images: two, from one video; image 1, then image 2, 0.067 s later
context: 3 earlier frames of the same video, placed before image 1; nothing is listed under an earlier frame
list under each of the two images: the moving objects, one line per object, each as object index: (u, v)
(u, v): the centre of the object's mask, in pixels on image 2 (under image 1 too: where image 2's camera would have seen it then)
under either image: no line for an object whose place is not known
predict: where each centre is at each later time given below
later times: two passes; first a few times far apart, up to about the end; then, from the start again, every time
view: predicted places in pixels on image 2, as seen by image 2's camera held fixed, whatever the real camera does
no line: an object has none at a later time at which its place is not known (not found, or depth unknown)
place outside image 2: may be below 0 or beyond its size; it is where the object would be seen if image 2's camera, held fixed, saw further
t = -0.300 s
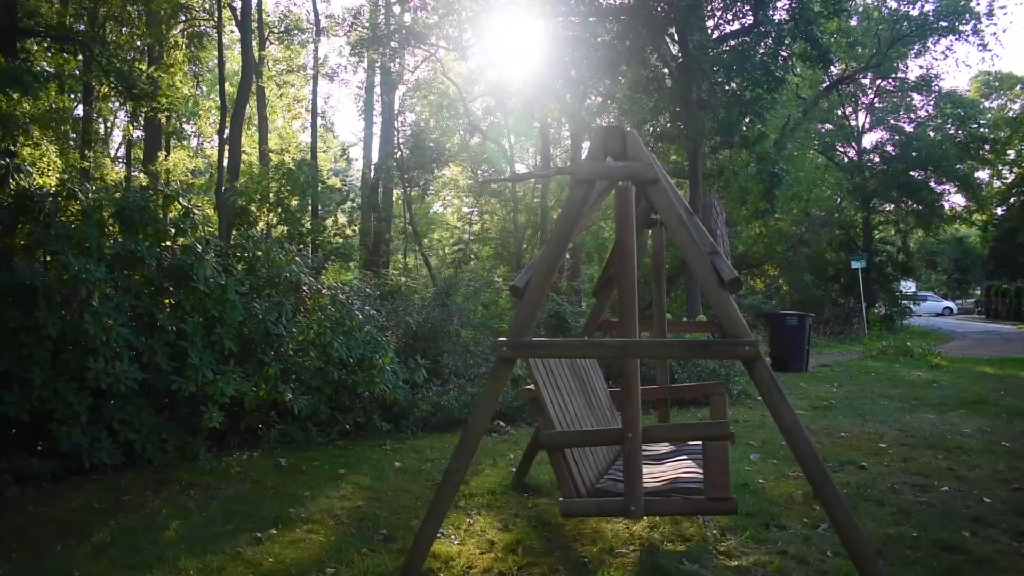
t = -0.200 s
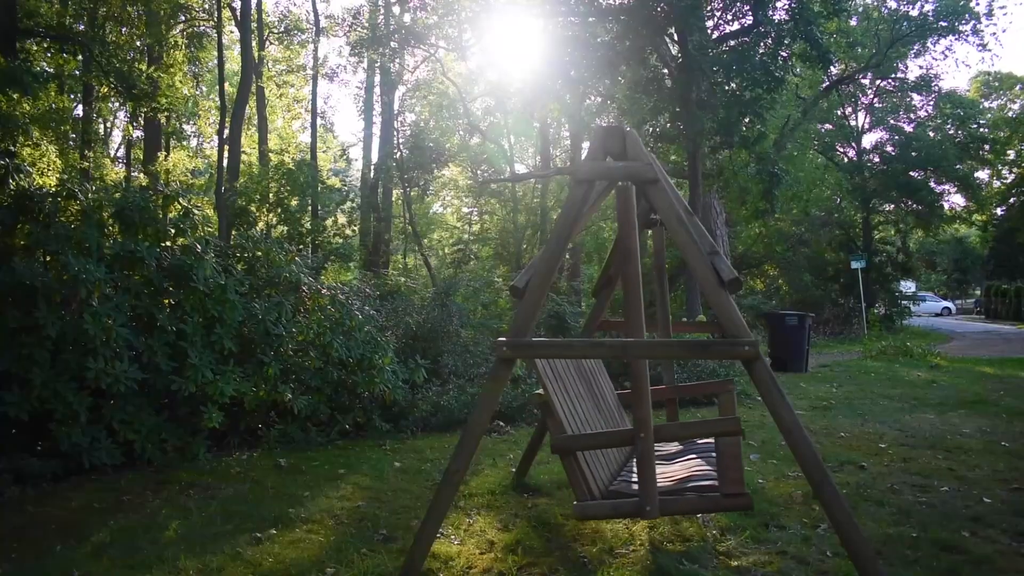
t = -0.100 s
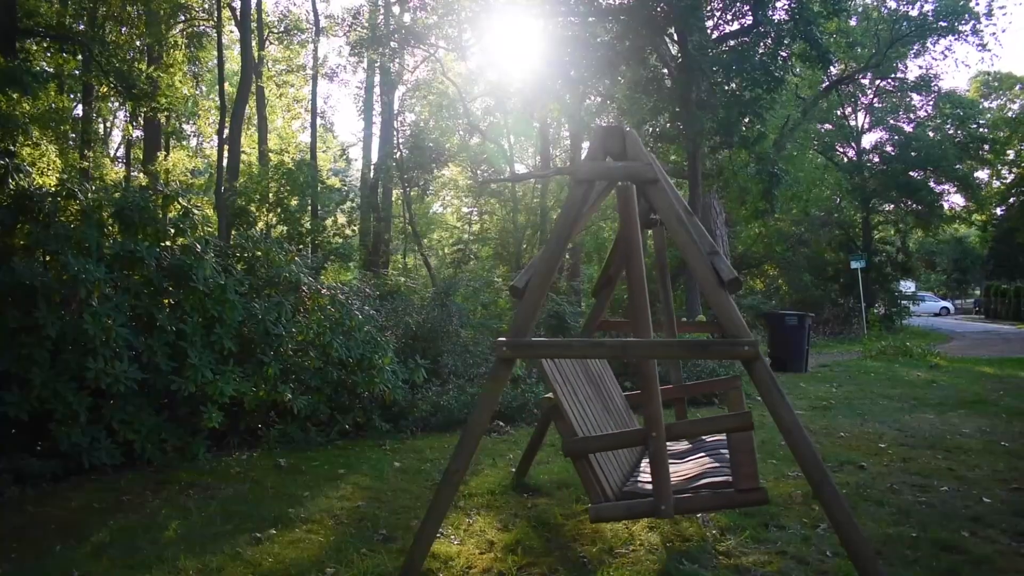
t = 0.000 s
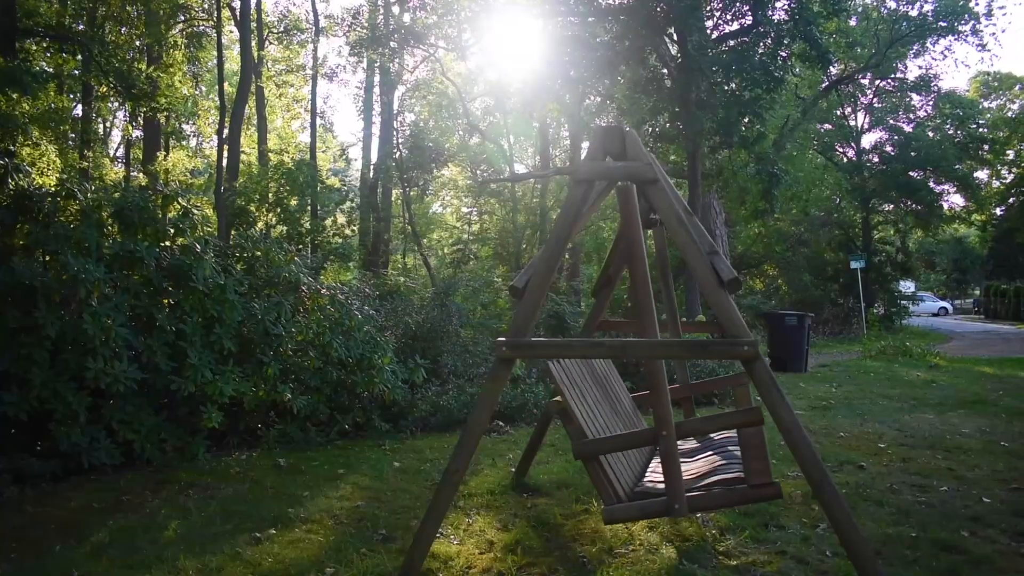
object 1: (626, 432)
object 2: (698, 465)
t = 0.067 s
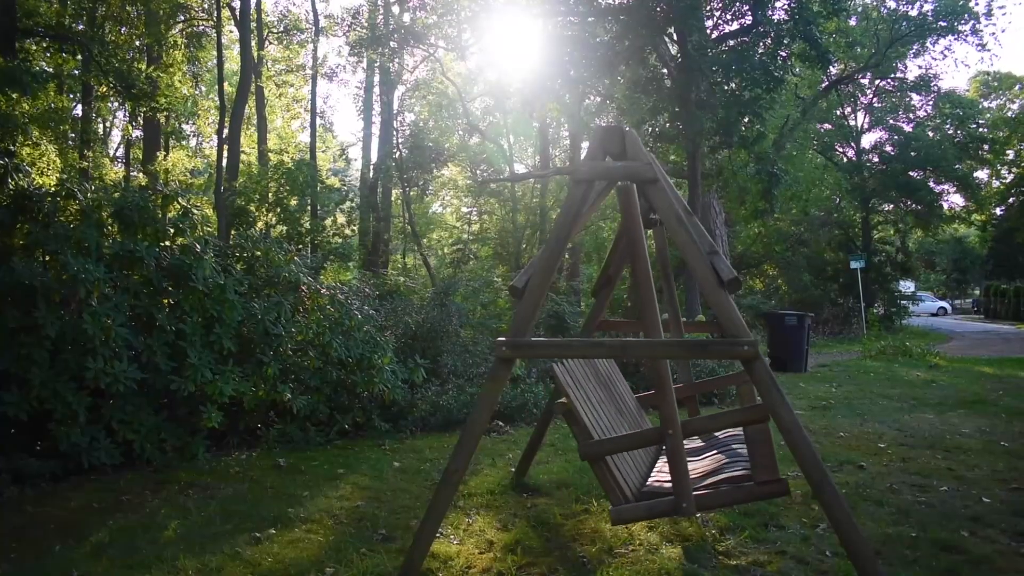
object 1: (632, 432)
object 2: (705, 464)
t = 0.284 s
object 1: (641, 433)
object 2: (717, 461)
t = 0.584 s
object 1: (642, 431)
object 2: (706, 464)
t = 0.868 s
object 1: (609, 430)
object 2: (673, 470)
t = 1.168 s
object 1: (596, 445)
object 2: (639, 472)
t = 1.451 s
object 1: (579, 441)
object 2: (629, 472)
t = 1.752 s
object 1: (596, 445)
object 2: (650, 472)
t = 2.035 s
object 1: (617, 431)
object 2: (684, 468)
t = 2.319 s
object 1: (634, 433)
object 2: (710, 463)
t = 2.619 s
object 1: (635, 433)
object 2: (711, 462)
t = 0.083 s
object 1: (633, 432)
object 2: (706, 464)
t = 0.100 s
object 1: (634, 432)
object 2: (708, 464)
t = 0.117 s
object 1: (635, 432)
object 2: (709, 463)
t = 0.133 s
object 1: (634, 433)
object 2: (710, 463)
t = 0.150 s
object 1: (635, 433)
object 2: (711, 463)
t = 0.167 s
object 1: (635, 433)
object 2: (712, 462)
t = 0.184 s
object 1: (638, 432)
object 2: (713, 462)
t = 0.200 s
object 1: (637, 433)
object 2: (714, 462)
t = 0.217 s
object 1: (638, 433)
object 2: (715, 462)
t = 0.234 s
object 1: (639, 433)
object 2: (715, 461)
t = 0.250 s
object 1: (639, 433)
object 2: (716, 461)
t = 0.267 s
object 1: (640, 433)
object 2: (716, 461)
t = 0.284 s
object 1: (641, 433)
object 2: (717, 461)
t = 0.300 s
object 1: (641, 433)
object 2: (717, 461)
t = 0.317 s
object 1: (641, 433)
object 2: (717, 461)
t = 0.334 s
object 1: (641, 433)
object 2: (717, 461)
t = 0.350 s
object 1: (641, 433)
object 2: (717, 461)
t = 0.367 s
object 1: (640, 433)
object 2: (717, 461)
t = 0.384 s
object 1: (639, 433)
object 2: (717, 461)
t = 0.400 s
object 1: (639, 433)
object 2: (716, 461)
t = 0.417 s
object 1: (638, 433)
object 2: (716, 462)
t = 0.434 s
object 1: (638, 433)
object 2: (715, 462)
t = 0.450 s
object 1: (621, 430)
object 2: (715, 462)
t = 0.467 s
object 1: (620, 430)
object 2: (714, 462)
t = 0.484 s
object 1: (646, 431)
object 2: (713, 462)
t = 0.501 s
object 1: (648, 430)
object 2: (712, 462)
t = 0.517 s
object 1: (645, 430)
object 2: (711, 463)
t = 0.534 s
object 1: (643, 431)
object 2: (710, 463)
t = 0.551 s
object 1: (643, 431)
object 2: (708, 463)
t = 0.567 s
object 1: (641, 431)
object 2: (707, 464)
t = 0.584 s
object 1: (642, 431)
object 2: (706, 464)
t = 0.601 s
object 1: (639, 431)
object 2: (704, 464)
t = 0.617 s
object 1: (638, 431)
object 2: (703, 465)
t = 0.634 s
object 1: (636, 431)
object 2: (701, 465)
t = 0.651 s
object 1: (637, 430)
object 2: (700, 465)
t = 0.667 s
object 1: (633, 431)
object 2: (698, 466)
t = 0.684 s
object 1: (634, 430)
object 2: (696, 466)
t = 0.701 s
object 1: (632, 430)
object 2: (694, 466)
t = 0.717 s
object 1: (628, 431)
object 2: (692, 467)
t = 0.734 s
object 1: (621, 431)
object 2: (690, 467)
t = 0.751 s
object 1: (618, 431)
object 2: (688, 468)
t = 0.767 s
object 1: (617, 431)
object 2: (686, 468)
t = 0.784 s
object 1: (615, 431)
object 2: (684, 468)
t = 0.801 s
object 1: (614, 431)
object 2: (682, 469)
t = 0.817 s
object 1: (614, 430)
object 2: (680, 469)
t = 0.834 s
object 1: (611, 430)
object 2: (678, 470)
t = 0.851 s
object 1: (611, 430)
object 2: (675, 470)
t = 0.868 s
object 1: (609, 430)
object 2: (673, 470)
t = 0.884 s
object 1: (608, 430)
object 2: (671, 470)
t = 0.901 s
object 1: (606, 447)
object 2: (669, 470)
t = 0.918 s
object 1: (606, 447)
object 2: (667, 471)
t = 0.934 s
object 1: (604, 447)
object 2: (664, 471)
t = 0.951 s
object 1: (602, 447)
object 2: (663, 471)
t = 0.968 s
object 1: (601, 446)
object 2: (660, 471)
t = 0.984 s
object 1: (600, 446)
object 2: (658, 471)
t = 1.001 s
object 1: (600, 445)
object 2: (656, 471)
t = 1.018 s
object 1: (599, 446)
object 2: (654, 472)
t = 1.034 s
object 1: (597, 445)
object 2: (652, 472)
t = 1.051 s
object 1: (604, 445)
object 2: (650, 472)
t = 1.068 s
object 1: (597, 445)
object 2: (649, 472)
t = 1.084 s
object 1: (601, 445)
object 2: (647, 472)
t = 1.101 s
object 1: (600, 444)
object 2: (645, 472)
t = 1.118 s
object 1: (598, 444)
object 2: (643, 472)
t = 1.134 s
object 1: (597, 445)
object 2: (642, 472)
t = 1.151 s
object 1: (597, 445)
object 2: (640, 472)
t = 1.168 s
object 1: (596, 445)
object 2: (639, 472)
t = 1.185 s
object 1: (595, 445)
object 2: (638, 472)
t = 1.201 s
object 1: (594, 445)
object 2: (636, 472)
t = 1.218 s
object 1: (594, 445)
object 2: (635, 472)
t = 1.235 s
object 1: (593, 446)
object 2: (634, 472)
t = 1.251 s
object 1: (592, 445)
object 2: (633, 472)
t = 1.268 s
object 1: (591, 445)
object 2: (632, 472)
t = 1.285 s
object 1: (595, 449)
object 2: (631, 472)
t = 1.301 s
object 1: (587, 442)
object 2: (631, 472)
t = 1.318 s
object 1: (580, 442)
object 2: (630, 472)
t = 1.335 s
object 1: (578, 441)
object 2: (630, 472)
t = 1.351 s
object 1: (578, 441)
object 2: (629, 472)
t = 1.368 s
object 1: (579, 441)
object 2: (629, 472)
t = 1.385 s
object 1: (579, 441)
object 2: (629, 472)
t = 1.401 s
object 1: (579, 441)
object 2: (629, 472)
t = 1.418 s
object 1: (579, 441)
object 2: (629, 472)
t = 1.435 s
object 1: (579, 441)
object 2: (629, 472)
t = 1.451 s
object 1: (579, 441)
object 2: (629, 472)
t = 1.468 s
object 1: (579, 441)
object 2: (630, 472)
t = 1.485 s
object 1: (578, 441)
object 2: (630, 472)
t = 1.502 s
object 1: (594, 449)
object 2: (631, 472)
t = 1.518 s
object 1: (581, 442)
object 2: (631, 472)
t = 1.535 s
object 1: (581, 442)
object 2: (632, 472)
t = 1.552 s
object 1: (581, 442)
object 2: (633, 472)
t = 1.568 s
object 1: (582, 442)
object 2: (634, 472)
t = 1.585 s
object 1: (583, 442)
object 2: (635, 472)
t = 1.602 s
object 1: (584, 443)
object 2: (636, 472)
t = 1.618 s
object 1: (590, 443)
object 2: (638, 472)
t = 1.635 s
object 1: (591, 443)
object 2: (639, 472)
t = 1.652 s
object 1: (587, 443)
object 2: (640, 472)
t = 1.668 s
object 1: (587, 443)
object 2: (642, 472)
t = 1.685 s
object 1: (589, 444)
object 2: (643, 472)
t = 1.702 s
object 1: (592, 444)
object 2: (645, 472)
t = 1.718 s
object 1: (599, 444)
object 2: (647, 472)
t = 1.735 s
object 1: (602, 444)
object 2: (648, 472)
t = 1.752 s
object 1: (596, 445)
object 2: (650, 472)
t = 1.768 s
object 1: (600, 445)
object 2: (652, 472)
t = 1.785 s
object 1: (599, 446)
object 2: (654, 472)
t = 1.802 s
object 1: (608, 445)
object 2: (656, 472)
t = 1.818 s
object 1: (608, 446)
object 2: (658, 472)
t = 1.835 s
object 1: (611, 446)
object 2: (660, 471)
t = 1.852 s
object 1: (612, 446)
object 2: (662, 471)
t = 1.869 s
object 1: (611, 446)
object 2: (664, 471)
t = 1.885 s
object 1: (613, 447)
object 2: (666, 471)
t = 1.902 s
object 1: (618, 446)
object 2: (668, 471)
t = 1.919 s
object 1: (607, 429)
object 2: (670, 470)
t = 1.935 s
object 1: (606, 430)
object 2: (672, 470)
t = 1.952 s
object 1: (610, 430)
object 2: (674, 470)
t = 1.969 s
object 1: (610, 430)
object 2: (676, 470)
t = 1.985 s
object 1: (612, 430)
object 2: (678, 469)
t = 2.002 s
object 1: (615, 430)
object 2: (680, 469)
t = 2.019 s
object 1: (615, 430)
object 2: (682, 469)
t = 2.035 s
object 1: (617, 431)
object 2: (684, 468)
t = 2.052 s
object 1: (616, 431)
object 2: (686, 468)
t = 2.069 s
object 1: (618, 431)
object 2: (688, 468)
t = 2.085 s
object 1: (619, 432)
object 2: (690, 467)
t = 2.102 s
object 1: (621, 432)
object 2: (692, 467)
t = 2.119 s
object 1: (623, 432)
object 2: (694, 466)
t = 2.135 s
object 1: (623, 432)
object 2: (696, 466)
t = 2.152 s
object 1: (624, 432)
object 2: (697, 466)
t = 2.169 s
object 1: (633, 431)
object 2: (699, 465)
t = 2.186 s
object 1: (636, 431)
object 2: (700, 465)
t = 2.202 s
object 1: (637, 431)
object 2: (702, 465)
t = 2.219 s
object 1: (630, 432)
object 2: (703, 465)
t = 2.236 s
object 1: (631, 432)
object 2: (705, 464)
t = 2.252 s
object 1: (631, 433)
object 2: (706, 464)
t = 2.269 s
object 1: (632, 432)
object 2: (707, 464)
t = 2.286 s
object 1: (633, 432)
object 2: (708, 463)
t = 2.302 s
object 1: (634, 433)
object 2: (709, 463)
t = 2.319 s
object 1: (634, 433)
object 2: (710, 463)
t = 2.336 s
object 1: (634, 433)
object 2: (711, 463)
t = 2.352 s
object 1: (637, 433)
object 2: (712, 462)
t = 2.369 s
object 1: (637, 433)
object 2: (712, 462)
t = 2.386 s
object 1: (637, 433)
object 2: (713, 462)
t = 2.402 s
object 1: (638, 433)
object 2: (713, 462)
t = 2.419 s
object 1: (639, 433)
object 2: (714, 462)
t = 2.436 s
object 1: (639, 433)
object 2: (714, 462)
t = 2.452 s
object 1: (639, 433)
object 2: (714, 462)
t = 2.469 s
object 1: (639, 433)
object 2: (714, 462)
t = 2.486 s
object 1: (639, 433)
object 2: (714, 462)
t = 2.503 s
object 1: (638, 433)
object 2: (714, 462)
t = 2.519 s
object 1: (638, 433)
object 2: (714, 462)
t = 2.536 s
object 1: (639, 432)
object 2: (714, 462)
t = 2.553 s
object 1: (637, 433)
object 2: (713, 462)
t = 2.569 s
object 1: (638, 432)
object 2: (712, 462)
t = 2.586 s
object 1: (638, 432)
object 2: (712, 462)
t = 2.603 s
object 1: (635, 433)
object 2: (711, 462)
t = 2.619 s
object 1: (635, 433)
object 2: (711, 462)
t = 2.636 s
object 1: (635, 433)
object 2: (710, 463)
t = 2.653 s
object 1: (635, 432)
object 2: (709, 463)
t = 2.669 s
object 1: (633, 432)
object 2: (708, 463)
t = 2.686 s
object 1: (632, 433)
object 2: (707, 464)
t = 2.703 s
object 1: (639, 431)
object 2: (706, 464)
